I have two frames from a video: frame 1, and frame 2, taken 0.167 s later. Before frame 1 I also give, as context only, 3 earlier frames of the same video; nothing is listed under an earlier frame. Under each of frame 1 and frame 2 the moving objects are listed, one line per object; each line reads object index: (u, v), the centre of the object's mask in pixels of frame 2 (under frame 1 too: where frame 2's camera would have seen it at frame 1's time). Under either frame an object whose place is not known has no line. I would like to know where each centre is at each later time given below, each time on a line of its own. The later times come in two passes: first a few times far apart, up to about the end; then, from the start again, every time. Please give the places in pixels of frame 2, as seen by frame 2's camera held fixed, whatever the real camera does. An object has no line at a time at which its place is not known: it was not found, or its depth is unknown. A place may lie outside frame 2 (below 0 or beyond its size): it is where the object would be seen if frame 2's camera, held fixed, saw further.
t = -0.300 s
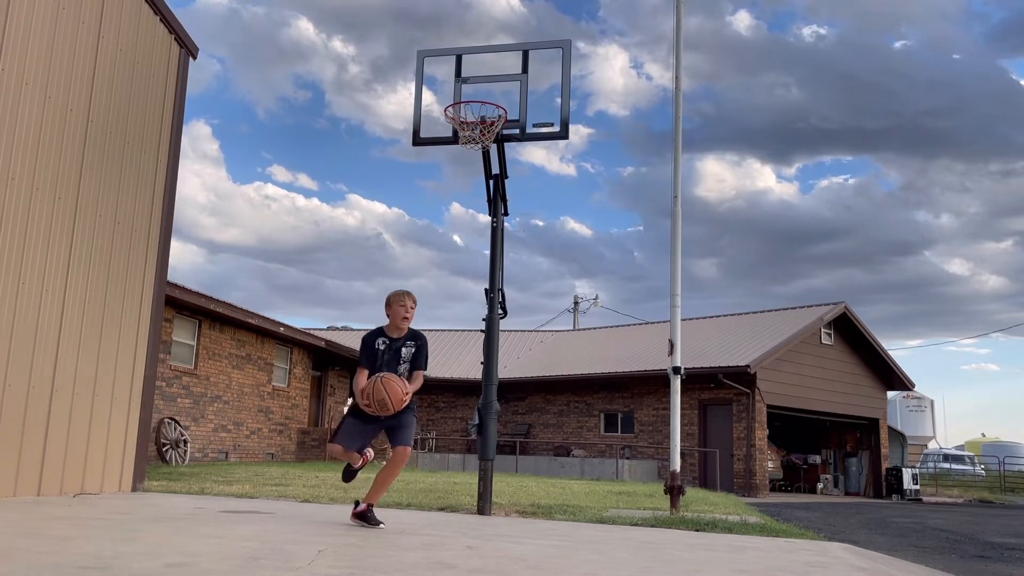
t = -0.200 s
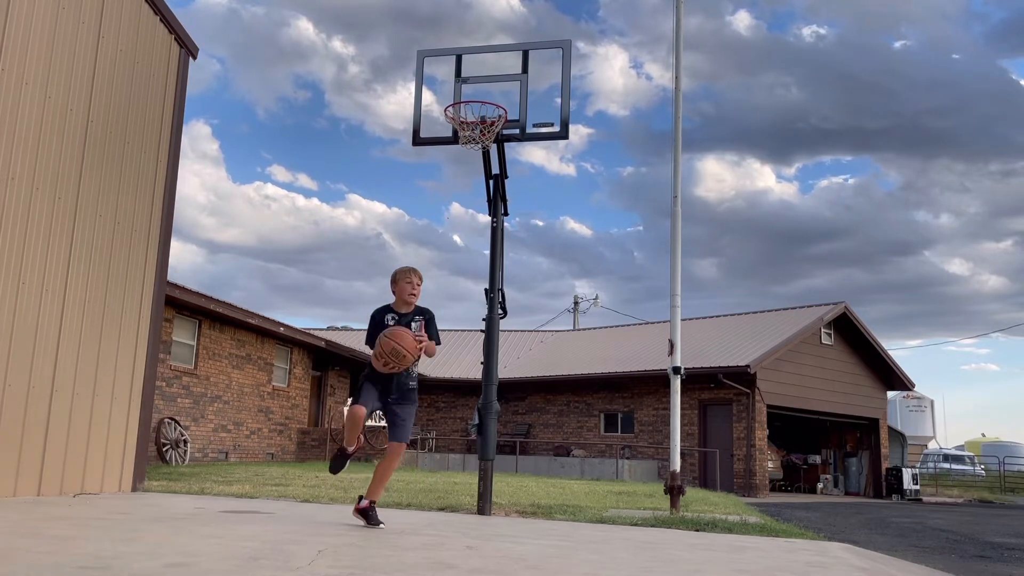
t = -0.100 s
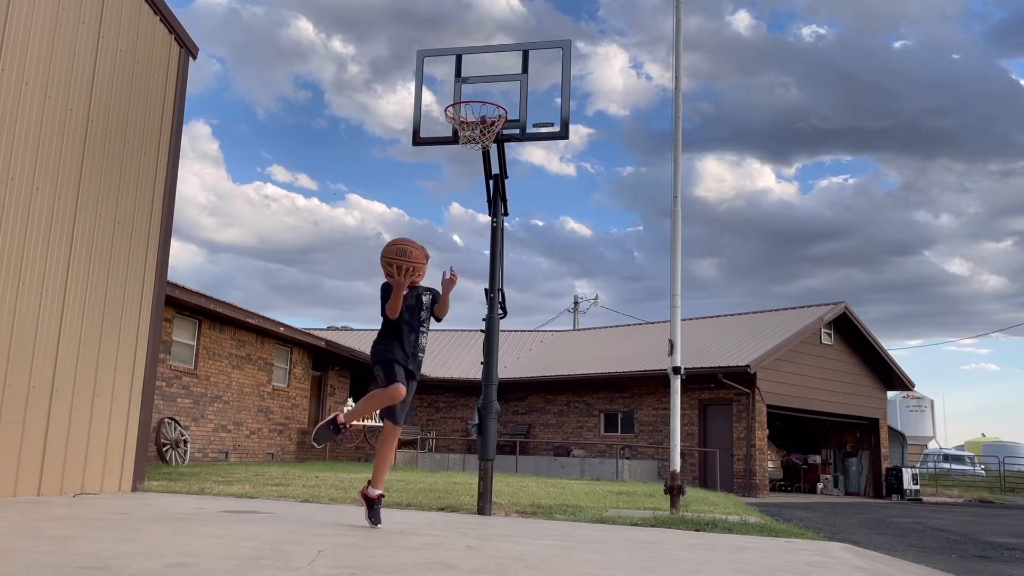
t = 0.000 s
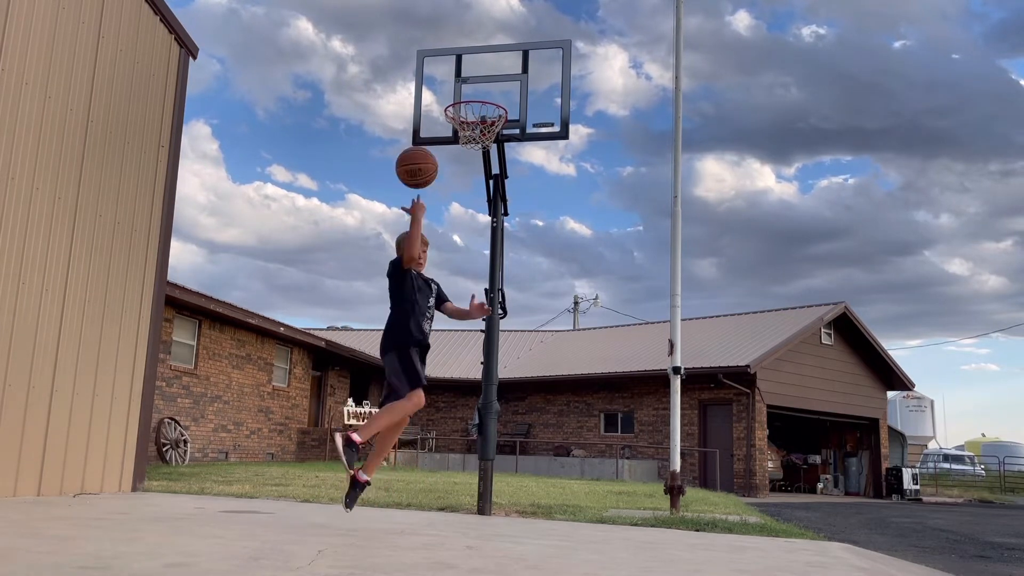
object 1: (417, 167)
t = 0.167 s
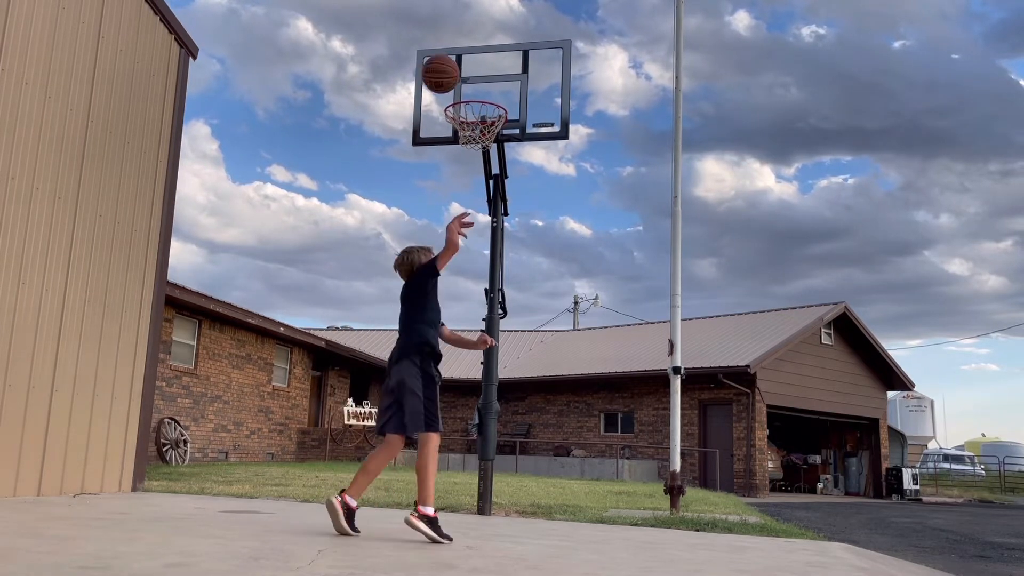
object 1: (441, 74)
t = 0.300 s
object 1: (455, 37)
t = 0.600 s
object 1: (478, 46)
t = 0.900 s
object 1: (466, 108)
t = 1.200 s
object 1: (474, 152)
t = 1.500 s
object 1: (442, 251)
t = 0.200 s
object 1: (444, 62)
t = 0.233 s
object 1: (448, 52)
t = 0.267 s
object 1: (452, 44)
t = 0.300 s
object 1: (455, 37)
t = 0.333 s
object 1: (458, 33)
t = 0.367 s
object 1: (461, 30)
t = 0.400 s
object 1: (464, 28)
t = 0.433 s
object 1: (466, 28)
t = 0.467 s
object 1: (469, 29)
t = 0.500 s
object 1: (471, 31)
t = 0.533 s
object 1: (474, 35)
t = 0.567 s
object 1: (476, 40)
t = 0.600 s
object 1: (478, 46)
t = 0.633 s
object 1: (480, 53)
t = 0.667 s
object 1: (481, 62)
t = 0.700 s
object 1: (483, 70)
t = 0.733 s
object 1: (480, 74)
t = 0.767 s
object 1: (477, 78)
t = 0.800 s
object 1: (474, 84)
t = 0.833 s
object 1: (470, 91)
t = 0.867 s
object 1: (467, 99)
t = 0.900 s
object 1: (466, 108)
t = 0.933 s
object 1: (471, 116)
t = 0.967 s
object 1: (477, 122)
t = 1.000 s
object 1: (481, 137)
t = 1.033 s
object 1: (482, 148)
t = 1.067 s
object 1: (483, 149)
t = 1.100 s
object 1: (483, 147)
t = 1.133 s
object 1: (480, 147)
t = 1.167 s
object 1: (477, 148)
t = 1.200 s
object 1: (474, 152)
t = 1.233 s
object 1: (471, 158)
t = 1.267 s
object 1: (468, 165)
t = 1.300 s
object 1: (464, 173)
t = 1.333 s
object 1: (461, 182)
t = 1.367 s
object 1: (457, 193)
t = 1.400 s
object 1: (454, 205)
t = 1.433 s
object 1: (450, 219)
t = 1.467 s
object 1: (446, 234)
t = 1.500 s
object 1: (442, 251)
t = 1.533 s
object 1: (439, 269)
